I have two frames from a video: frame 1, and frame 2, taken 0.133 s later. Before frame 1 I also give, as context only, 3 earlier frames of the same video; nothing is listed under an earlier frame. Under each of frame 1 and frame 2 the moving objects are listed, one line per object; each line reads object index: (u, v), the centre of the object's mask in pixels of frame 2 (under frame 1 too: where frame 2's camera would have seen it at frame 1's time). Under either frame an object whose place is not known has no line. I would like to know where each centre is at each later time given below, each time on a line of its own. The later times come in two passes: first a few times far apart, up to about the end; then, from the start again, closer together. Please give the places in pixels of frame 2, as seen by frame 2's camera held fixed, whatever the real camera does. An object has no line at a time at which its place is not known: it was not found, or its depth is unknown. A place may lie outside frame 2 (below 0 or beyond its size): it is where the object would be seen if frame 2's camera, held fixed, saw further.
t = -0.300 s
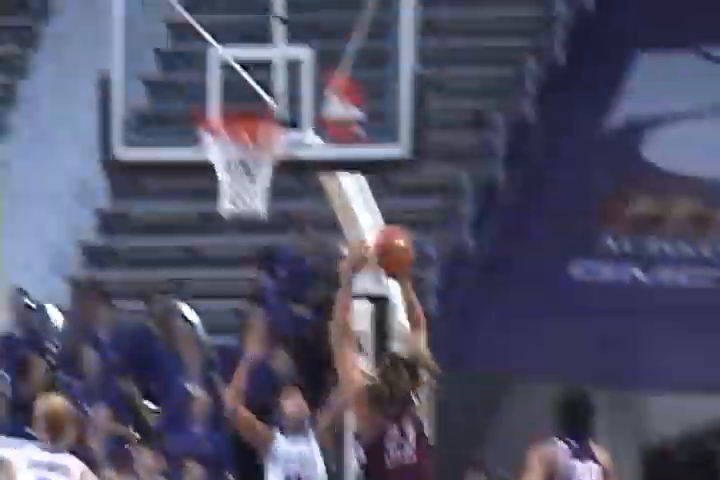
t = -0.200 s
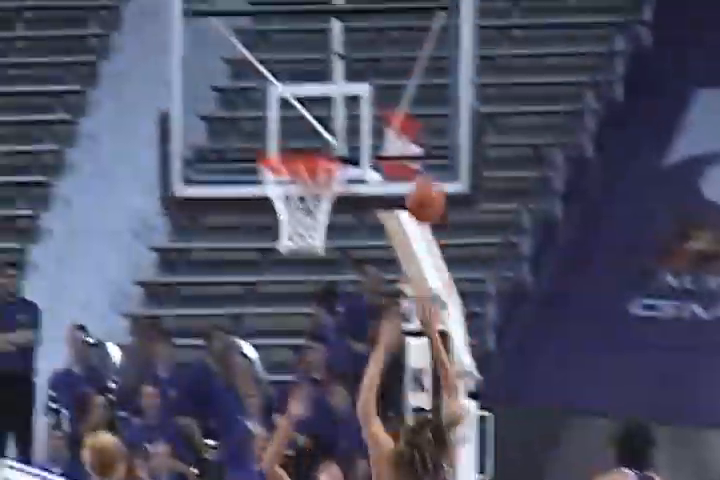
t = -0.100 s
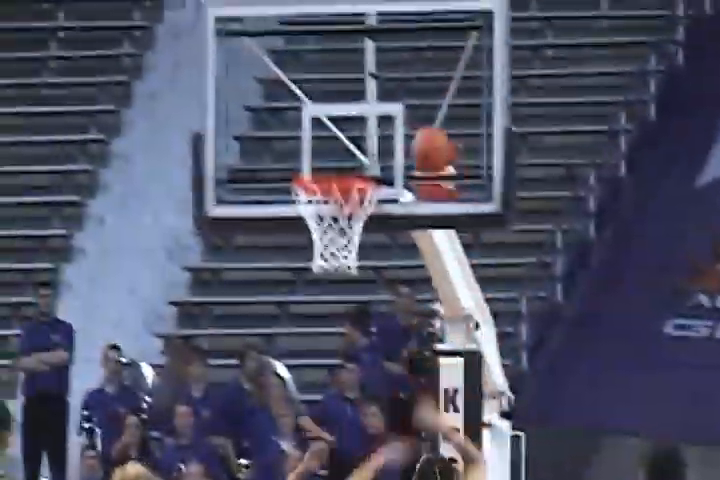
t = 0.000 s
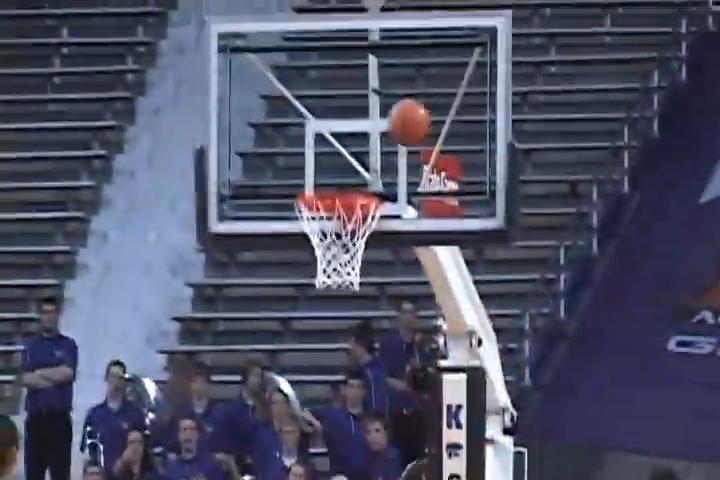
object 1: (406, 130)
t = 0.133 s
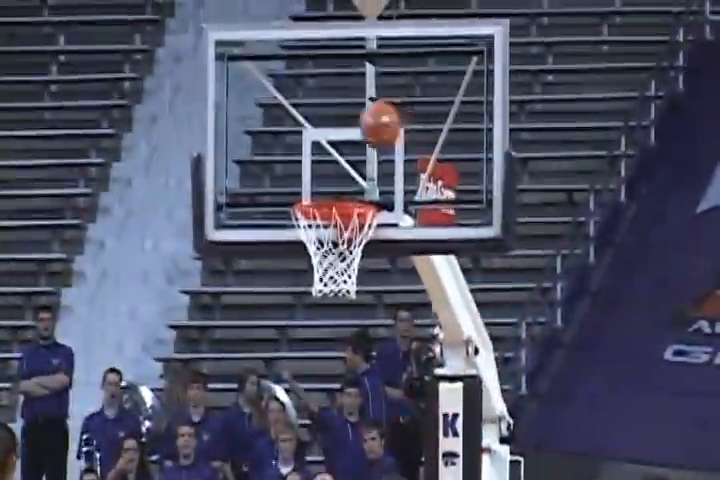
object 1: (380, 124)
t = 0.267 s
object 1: (354, 155)
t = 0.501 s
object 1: (316, 288)
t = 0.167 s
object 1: (374, 129)
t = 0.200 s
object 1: (368, 135)
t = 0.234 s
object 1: (361, 144)
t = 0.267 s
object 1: (354, 155)
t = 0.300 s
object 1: (347, 168)
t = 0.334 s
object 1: (341, 182)
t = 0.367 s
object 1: (336, 199)
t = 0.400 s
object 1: (331, 221)
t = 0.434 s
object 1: (320, 243)
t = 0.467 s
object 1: (316, 264)
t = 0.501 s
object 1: (316, 288)
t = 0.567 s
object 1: (313, 316)
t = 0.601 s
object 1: (310, 342)
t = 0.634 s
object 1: (309, 365)
